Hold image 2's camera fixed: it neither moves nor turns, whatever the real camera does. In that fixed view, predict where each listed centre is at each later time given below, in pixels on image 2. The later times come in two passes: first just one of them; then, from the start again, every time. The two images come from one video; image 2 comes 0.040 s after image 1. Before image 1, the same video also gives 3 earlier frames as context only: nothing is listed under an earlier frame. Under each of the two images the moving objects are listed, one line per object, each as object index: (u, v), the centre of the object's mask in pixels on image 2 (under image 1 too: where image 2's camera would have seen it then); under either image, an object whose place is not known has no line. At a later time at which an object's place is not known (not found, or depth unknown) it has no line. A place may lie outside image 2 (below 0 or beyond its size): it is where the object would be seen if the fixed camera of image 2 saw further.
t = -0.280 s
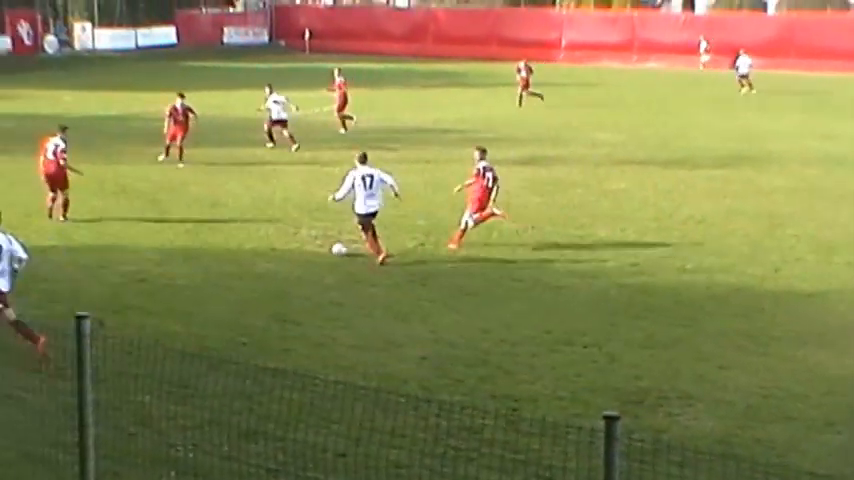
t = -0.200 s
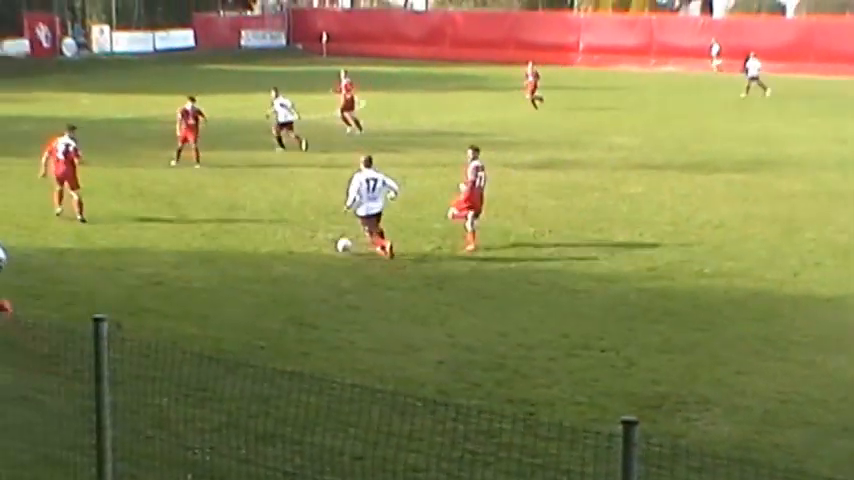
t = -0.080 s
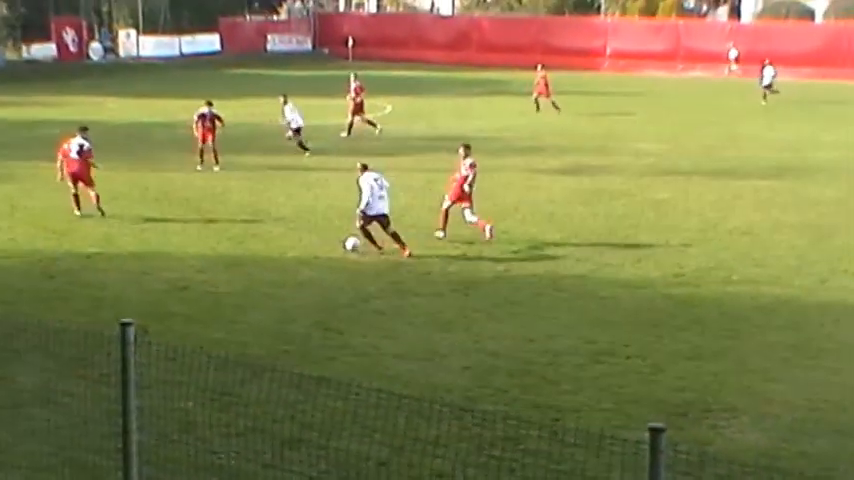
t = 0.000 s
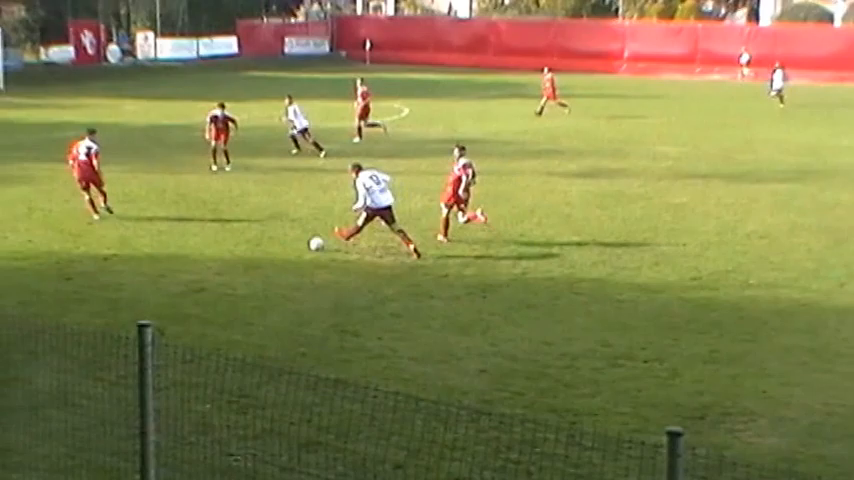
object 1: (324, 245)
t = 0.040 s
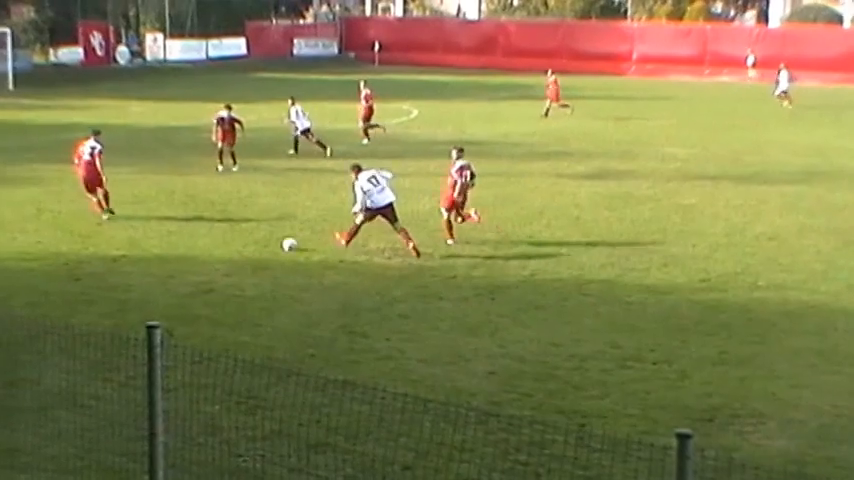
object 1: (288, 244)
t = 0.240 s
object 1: (137, 236)
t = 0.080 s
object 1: (256, 242)
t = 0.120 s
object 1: (226, 240)
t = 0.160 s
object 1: (194, 238)
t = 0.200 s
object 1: (166, 238)
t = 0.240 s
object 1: (137, 236)
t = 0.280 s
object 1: (113, 234)
